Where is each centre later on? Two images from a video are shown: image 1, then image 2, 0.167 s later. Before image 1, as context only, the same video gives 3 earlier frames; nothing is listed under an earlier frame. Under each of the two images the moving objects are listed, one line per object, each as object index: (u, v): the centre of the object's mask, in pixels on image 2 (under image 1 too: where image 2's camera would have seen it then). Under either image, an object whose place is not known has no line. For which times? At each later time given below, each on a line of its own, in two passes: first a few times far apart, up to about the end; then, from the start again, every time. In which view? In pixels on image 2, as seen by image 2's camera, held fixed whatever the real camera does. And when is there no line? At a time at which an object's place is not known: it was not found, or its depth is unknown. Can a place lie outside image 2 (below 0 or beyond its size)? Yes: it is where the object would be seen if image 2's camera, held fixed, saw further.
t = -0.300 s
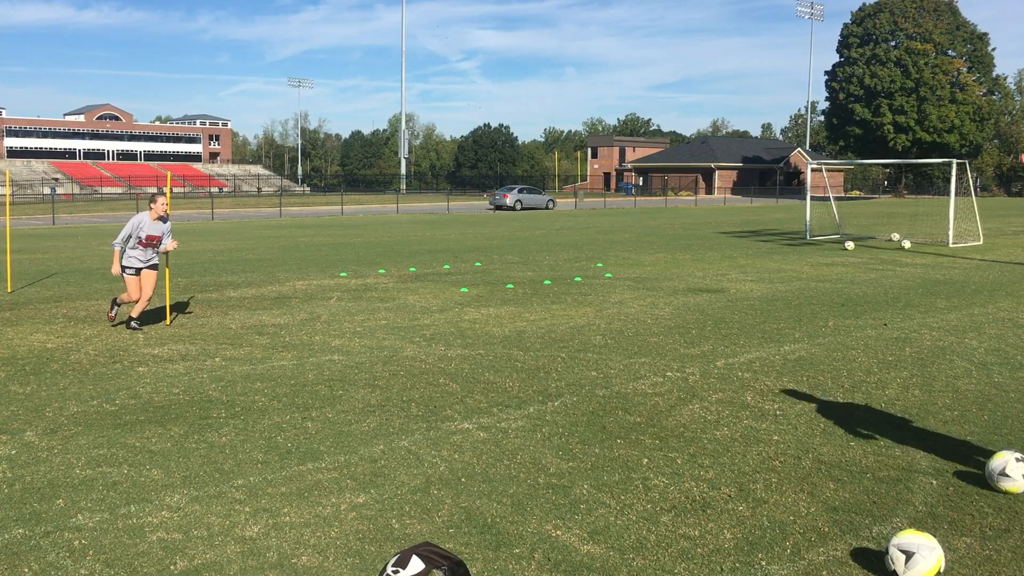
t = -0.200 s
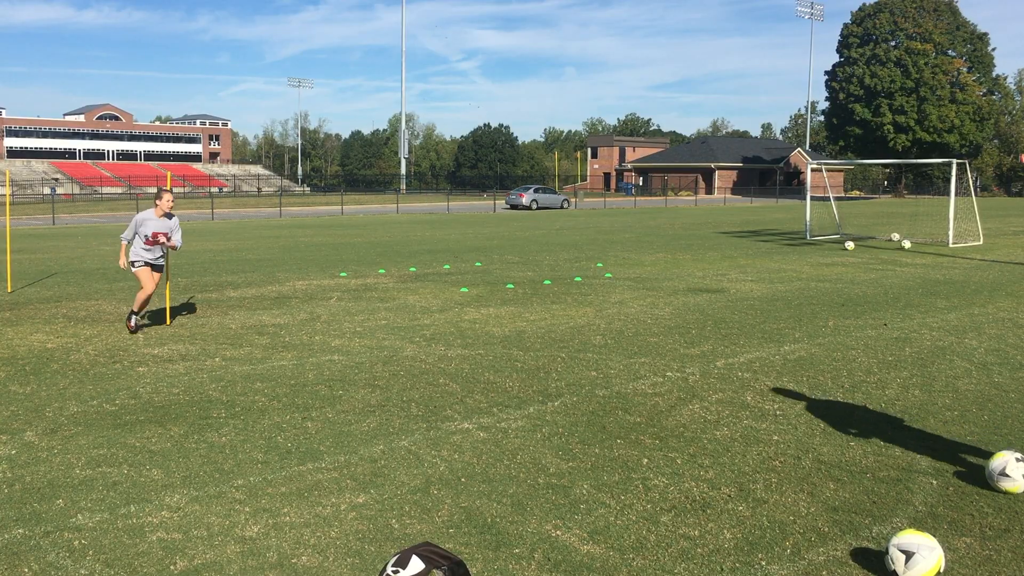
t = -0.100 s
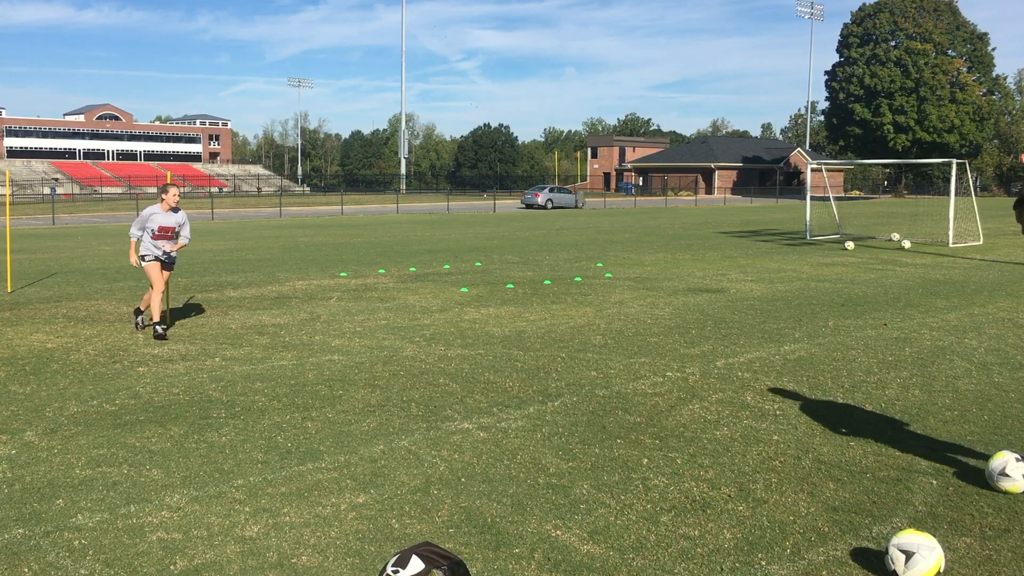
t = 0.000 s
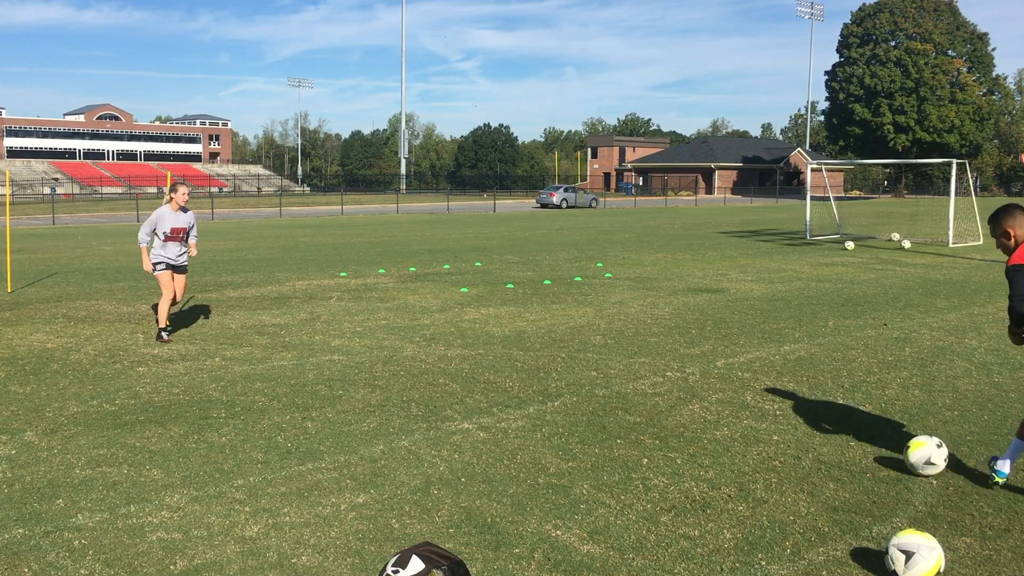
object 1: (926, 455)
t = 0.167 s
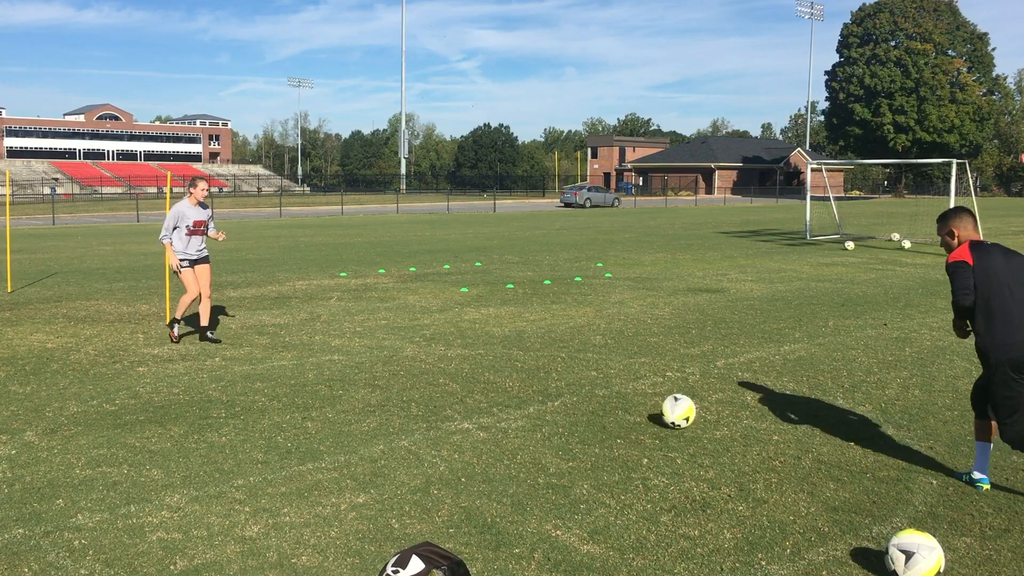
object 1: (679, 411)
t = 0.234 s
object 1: (605, 398)
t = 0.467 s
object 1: (417, 366)
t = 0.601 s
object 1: (341, 354)
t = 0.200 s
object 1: (641, 404)
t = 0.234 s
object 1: (605, 398)
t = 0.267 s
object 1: (572, 393)
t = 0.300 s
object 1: (542, 387)
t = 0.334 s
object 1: (514, 381)
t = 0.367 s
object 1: (489, 375)
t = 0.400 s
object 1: (464, 371)
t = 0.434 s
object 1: (439, 369)
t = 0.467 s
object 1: (417, 366)
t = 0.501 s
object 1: (397, 362)
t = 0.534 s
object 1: (378, 358)
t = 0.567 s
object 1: (359, 356)
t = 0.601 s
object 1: (341, 354)
